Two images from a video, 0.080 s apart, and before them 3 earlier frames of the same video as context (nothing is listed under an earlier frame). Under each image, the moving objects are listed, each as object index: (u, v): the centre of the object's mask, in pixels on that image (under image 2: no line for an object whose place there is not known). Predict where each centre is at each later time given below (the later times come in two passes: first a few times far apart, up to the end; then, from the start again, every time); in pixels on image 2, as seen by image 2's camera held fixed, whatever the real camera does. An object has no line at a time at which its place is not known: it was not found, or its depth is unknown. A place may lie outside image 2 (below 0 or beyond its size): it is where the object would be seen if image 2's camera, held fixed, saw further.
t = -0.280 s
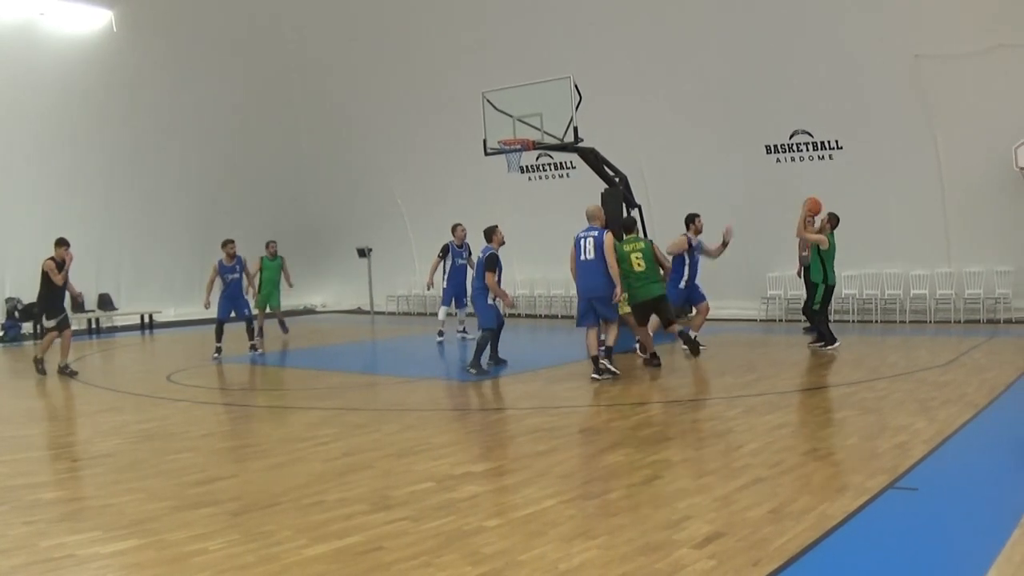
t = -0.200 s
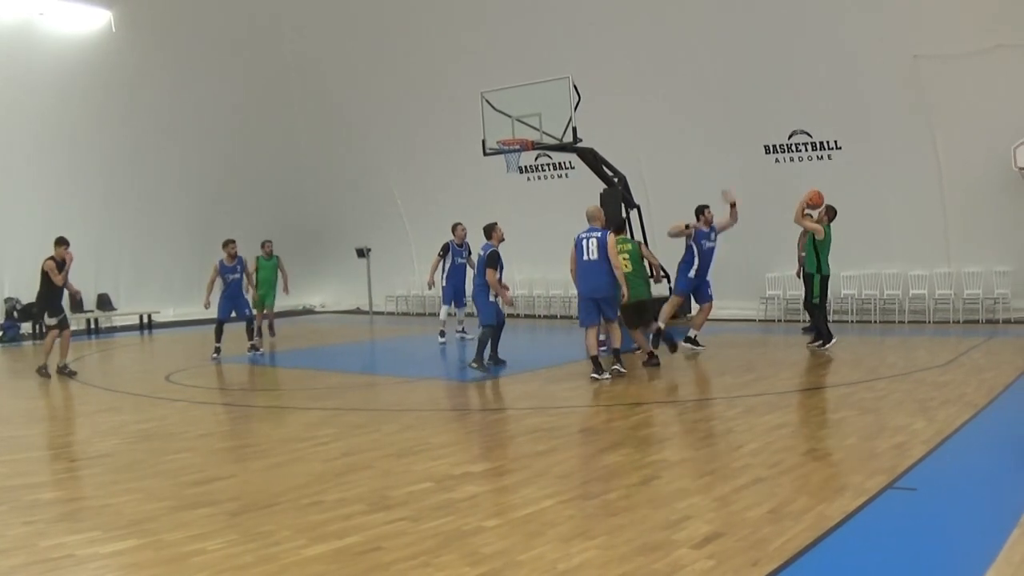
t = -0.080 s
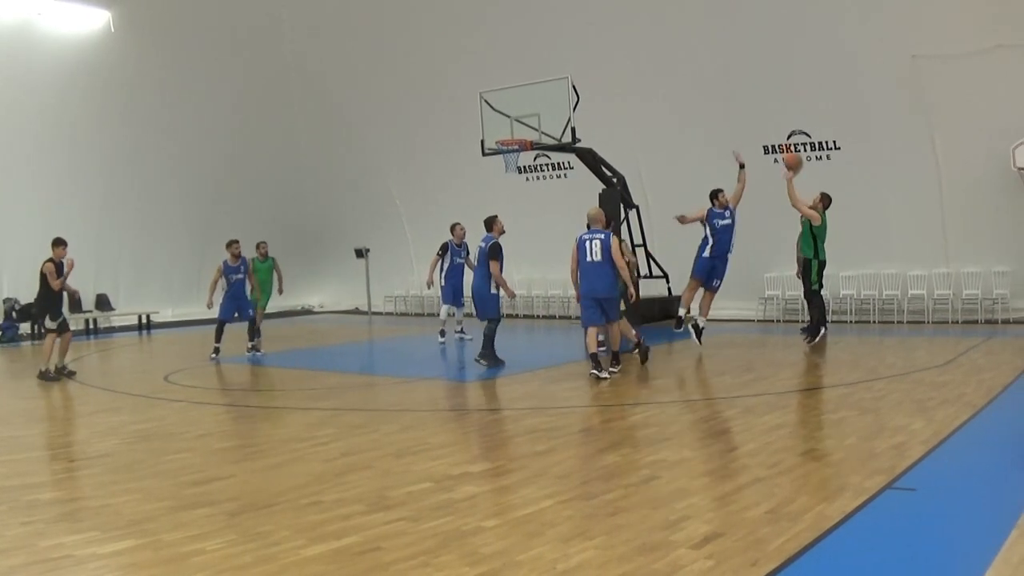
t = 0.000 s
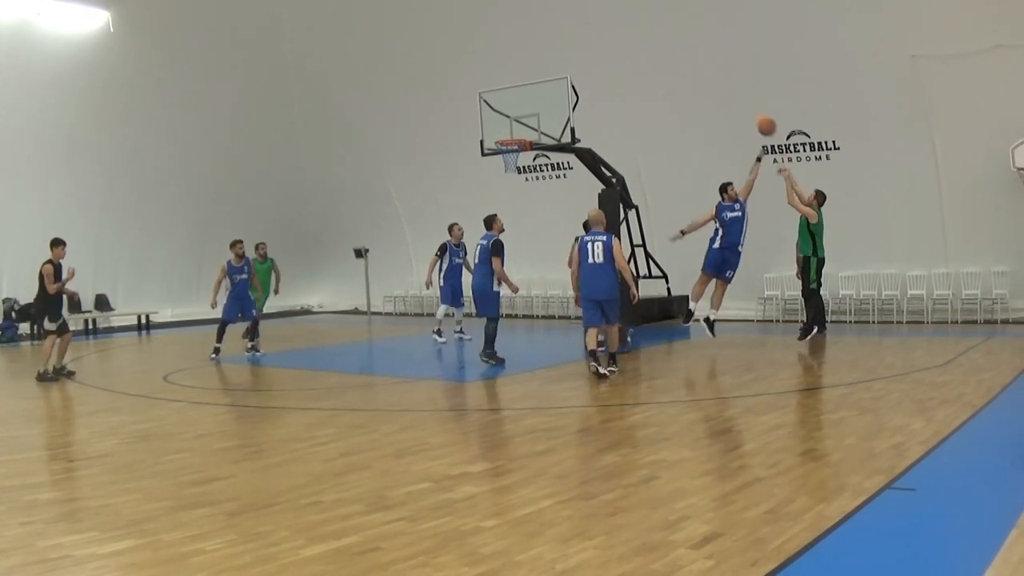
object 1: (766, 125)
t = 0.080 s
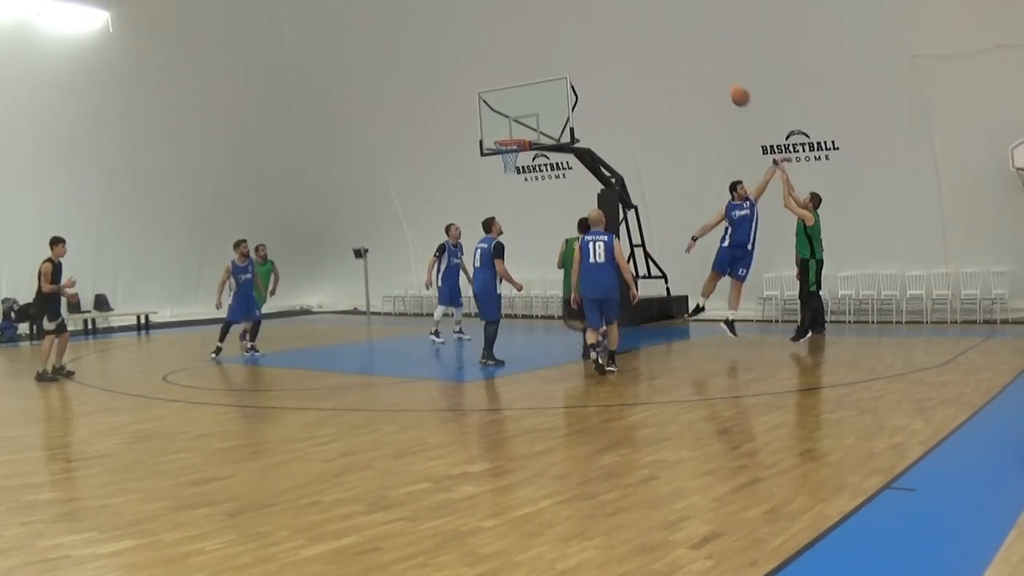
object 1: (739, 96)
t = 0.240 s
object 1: (691, 54)
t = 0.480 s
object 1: (627, 31)
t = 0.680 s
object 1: (579, 43)
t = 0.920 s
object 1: (528, 88)
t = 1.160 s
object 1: (497, 118)
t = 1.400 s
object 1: (495, 85)
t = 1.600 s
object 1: (494, 83)
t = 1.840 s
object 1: (495, 115)
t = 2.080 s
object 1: (508, 127)
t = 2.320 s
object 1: (517, 126)
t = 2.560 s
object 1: (517, 132)
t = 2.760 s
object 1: (507, 133)
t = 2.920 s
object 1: (500, 147)
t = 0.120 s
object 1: (727, 83)
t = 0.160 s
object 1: (715, 73)
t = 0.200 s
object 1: (703, 63)
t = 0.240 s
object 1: (691, 54)
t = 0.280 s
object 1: (679, 47)
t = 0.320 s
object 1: (668, 42)
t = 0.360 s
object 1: (657, 37)
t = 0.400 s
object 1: (647, 34)
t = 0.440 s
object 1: (637, 32)
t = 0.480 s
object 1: (627, 31)
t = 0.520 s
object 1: (617, 31)
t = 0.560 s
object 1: (607, 33)
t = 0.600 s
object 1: (597, 35)
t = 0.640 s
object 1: (588, 38)
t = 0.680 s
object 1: (579, 43)
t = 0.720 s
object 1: (570, 48)
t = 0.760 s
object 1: (561, 54)
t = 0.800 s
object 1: (553, 61)
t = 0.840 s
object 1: (544, 69)
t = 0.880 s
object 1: (536, 78)
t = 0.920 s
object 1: (528, 88)
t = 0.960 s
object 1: (520, 98)
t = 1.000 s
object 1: (512, 110)
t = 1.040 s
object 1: (505, 123)
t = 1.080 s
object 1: (498, 134)
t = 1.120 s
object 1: (497, 127)
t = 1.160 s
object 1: (497, 118)
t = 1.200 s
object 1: (497, 110)
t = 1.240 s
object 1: (496, 103)
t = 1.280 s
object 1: (496, 97)
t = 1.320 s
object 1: (496, 92)
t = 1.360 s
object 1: (495, 88)
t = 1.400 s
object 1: (495, 85)
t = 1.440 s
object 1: (495, 82)
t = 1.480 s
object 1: (495, 81)
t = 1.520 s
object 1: (495, 81)
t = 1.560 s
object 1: (494, 81)
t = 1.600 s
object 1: (494, 83)
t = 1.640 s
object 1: (495, 86)
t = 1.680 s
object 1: (495, 89)
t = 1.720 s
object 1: (495, 94)
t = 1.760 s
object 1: (494, 100)
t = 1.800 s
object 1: (495, 107)
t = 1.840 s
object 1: (495, 115)
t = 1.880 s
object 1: (495, 124)
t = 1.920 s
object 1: (495, 133)
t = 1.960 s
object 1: (498, 131)
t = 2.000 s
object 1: (501, 129)
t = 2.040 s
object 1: (505, 128)
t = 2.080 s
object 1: (508, 127)
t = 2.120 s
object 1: (511, 128)
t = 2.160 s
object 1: (513, 129)
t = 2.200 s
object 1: (517, 132)
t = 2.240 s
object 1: (518, 130)
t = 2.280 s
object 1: (518, 128)
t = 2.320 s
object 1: (517, 126)
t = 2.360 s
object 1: (517, 124)
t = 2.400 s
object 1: (518, 124)
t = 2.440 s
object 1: (517, 126)
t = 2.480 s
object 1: (518, 127)
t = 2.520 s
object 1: (517, 130)
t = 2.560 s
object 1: (517, 132)
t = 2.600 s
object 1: (515, 131)
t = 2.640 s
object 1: (513, 130)
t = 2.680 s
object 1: (512, 130)
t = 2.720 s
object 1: (510, 131)
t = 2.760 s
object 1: (507, 133)
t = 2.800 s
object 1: (505, 135)
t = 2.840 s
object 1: (503, 139)
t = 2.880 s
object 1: (500, 145)
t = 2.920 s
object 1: (500, 147)
